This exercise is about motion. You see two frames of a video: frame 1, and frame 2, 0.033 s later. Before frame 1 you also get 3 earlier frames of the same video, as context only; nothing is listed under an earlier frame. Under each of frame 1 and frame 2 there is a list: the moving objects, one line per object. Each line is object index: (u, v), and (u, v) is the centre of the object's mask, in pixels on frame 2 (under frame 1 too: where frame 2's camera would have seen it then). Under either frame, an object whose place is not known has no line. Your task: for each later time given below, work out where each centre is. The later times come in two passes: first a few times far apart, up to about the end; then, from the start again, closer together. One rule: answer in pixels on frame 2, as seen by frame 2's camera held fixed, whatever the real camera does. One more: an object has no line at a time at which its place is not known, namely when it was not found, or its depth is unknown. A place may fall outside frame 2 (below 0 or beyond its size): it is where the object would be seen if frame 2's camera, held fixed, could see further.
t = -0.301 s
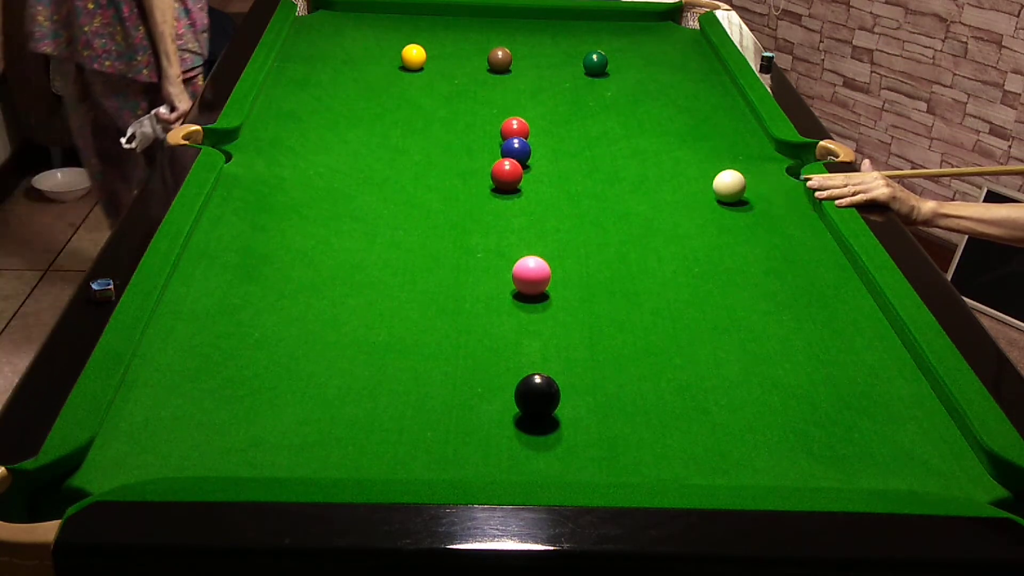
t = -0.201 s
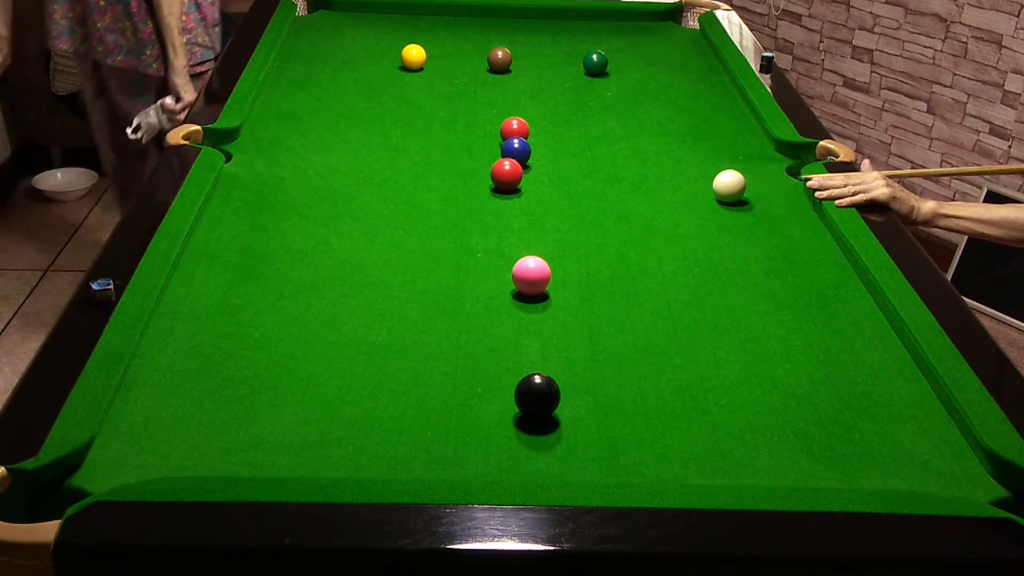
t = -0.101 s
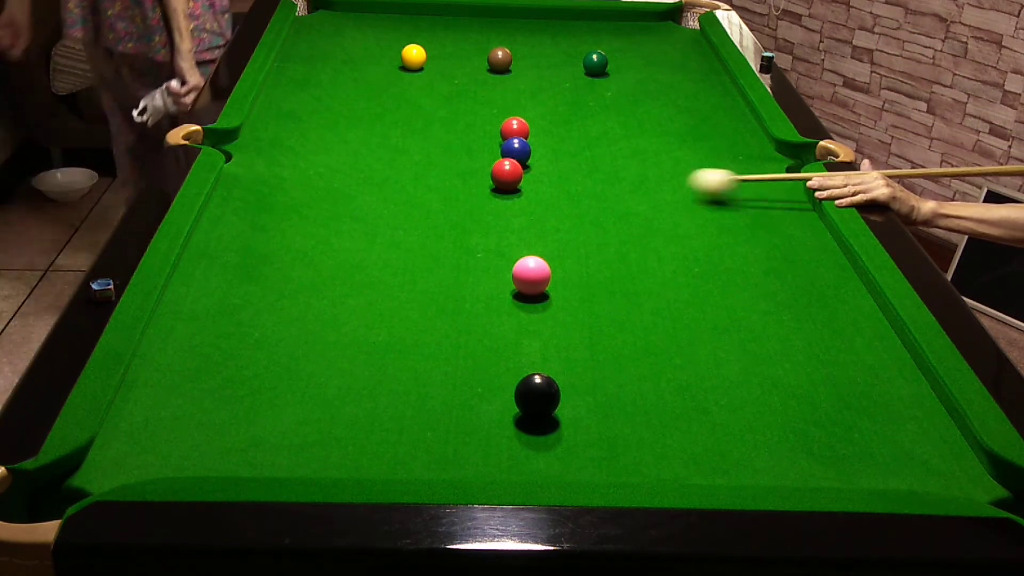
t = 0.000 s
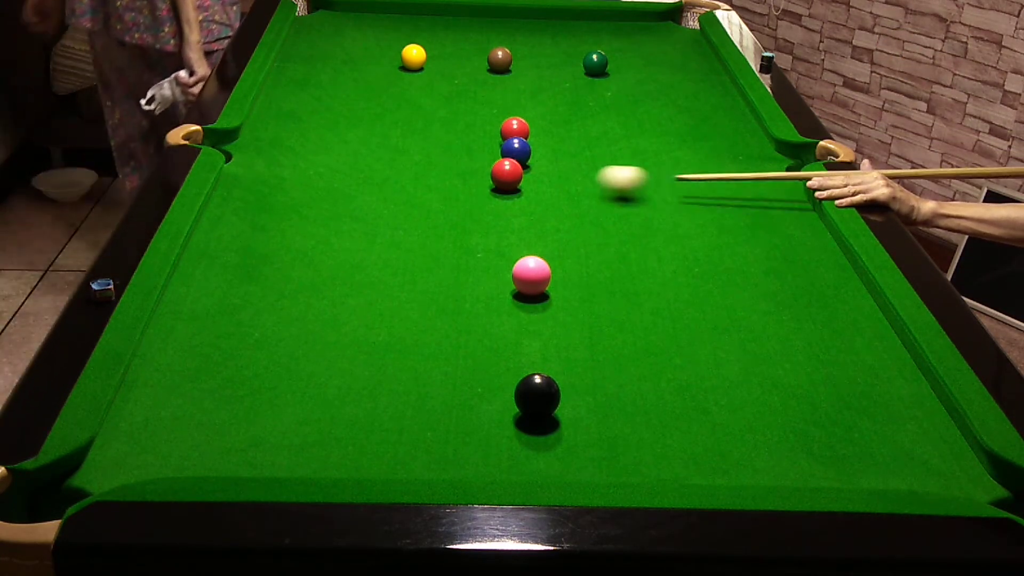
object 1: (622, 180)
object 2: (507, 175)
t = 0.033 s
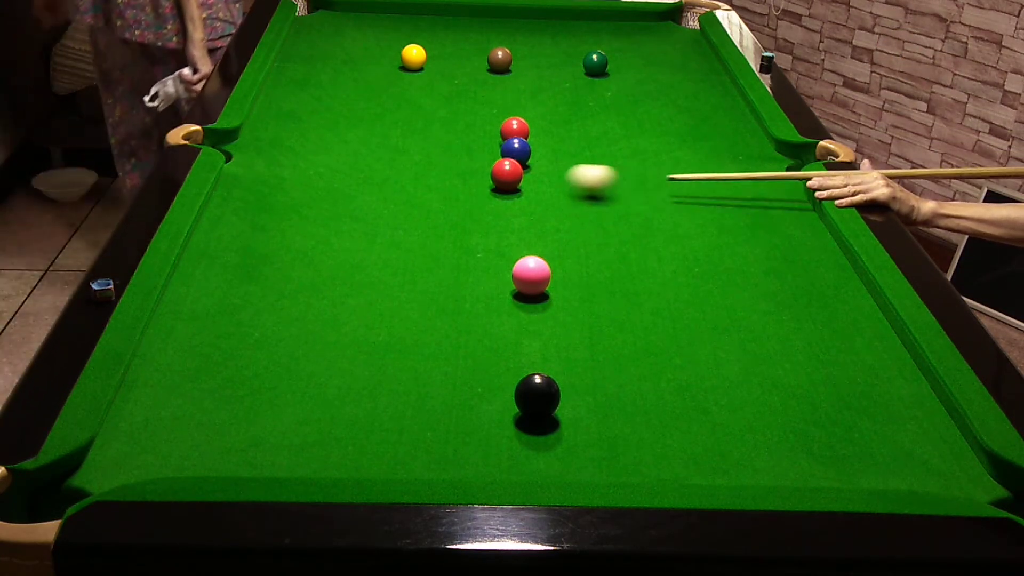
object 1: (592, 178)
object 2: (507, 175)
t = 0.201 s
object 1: (521, 184)
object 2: (434, 164)
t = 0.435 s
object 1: (462, 193)
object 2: (321, 150)
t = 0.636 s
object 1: (412, 201)
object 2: (233, 139)
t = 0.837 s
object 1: (363, 208)
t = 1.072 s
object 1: (307, 216)
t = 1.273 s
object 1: (261, 222)
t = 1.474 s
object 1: (217, 228)
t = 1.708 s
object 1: (238, 233)
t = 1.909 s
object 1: (260, 236)
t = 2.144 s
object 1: (282, 238)
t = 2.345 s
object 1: (298, 239)
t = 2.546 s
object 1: (311, 239)
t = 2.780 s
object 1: (321, 239)
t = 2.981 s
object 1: (326, 237)
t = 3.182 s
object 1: (329, 236)
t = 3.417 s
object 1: (330, 236)
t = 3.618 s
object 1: (330, 236)
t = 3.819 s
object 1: (330, 236)
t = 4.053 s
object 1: (330, 236)
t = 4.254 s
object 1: (330, 236)
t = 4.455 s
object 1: (330, 236)
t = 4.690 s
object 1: (330, 236)
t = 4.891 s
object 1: (330, 236)
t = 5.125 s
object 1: (330, 236)
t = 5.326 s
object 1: (330, 236)
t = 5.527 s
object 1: (330, 236)
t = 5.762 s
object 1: (330, 236)
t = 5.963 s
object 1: (330, 236)
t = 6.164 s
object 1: (330, 236)
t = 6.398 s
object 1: (330, 236)
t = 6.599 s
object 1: (330, 236)
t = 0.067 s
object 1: (562, 176)
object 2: (506, 175)
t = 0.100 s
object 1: (538, 178)
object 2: (500, 171)
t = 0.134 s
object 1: (534, 181)
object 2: (476, 170)
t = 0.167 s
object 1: (529, 182)
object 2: (454, 166)
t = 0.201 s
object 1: (521, 184)
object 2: (434, 164)
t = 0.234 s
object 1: (513, 185)
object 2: (416, 163)
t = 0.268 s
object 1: (504, 186)
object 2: (398, 160)
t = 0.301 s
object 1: (496, 188)
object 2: (383, 158)
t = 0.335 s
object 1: (487, 189)
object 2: (367, 156)
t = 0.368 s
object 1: (479, 191)
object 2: (352, 154)
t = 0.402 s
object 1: (471, 192)
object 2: (336, 153)
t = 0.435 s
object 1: (462, 193)
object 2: (321, 150)
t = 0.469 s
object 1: (454, 194)
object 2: (306, 149)
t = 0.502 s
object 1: (445, 196)
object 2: (291, 147)
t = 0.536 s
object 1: (437, 197)
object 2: (276, 145)
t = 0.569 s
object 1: (429, 198)
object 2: (261, 143)
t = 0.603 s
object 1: (420, 200)
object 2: (247, 141)
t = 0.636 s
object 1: (412, 201)
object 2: (233, 139)
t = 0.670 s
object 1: (404, 202)
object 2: (220, 139)
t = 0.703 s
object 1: (395, 203)
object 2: (211, 142)
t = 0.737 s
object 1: (388, 204)
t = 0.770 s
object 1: (379, 205)
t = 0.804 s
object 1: (371, 206)
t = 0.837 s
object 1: (363, 208)
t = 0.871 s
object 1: (355, 209)
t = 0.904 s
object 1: (347, 210)
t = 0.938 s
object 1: (339, 211)
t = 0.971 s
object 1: (331, 212)
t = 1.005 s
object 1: (323, 214)
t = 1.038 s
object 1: (315, 215)
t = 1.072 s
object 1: (307, 216)
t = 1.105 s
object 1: (300, 217)
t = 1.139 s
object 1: (292, 218)
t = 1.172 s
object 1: (284, 219)
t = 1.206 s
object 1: (276, 220)
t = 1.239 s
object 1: (269, 221)
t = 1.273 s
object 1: (261, 222)
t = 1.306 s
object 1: (254, 222)
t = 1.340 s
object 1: (246, 224)
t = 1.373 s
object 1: (239, 225)
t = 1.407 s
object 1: (232, 226)
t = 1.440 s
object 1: (224, 227)
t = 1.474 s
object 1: (217, 228)
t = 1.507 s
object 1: (213, 229)
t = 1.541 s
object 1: (217, 230)
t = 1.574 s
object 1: (222, 231)
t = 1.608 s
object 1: (226, 231)
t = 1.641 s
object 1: (230, 232)
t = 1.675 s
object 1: (234, 233)
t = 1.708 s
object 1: (238, 233)
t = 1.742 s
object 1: (242, 234)
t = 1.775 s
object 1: (246, 234)
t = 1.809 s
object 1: (249, 235)
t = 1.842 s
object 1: (253, 236)
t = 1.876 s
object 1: (256, 236)
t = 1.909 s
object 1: (260, 236)
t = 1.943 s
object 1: (263, 237)
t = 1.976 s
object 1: (267, 237)
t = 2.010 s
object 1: (270, 237)
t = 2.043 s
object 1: (273, 238)
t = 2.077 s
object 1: (276, 238)
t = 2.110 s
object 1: (279, 238)
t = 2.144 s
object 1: (282, 238)
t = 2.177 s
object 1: (285, 238)
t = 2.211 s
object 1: (288, 238)
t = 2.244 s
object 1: (290, 238)
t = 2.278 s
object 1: (293, 238)
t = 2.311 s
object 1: (295, 238)
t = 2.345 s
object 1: (298, 239)
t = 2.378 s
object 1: (300, 239)
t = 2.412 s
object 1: (303, 239)
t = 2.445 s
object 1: (305, 238)
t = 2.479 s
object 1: (307, 239)
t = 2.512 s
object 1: (309, 239)
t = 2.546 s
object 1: (311, 239)
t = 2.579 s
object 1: (313, 239)
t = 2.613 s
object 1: (315, 239)
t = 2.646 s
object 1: (316, 239)
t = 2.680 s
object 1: (317, 239)
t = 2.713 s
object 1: (319, 239)
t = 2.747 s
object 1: (320, 239)
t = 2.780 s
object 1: (321, 239)
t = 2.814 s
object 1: (322, 238)
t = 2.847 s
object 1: (322, 238)
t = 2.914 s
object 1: (324, 238)
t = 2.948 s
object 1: (325, 237)
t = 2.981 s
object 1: (326, 237)
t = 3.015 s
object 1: (327, 237)
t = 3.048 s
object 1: (327, 236)
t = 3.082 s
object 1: (328, 236)
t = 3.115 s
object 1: (328, 237)
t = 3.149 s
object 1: (329, 237)
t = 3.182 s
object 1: (329, 236)
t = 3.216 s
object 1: (330, 236)
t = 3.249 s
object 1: (330, 236)
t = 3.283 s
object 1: (330, 236)
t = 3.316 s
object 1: (330, 236)
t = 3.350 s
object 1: (330, 236)
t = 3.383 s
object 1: (330, 236)
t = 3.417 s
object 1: (330, 236)
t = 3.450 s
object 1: (330, 236)
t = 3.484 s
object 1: (330, 236)
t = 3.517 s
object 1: (330, 236)
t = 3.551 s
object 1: (330, 236)
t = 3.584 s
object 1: (330, 236)
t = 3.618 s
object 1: (330, 236)
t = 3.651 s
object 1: (330, 236)
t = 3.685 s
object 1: (330, 236)
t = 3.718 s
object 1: (330, 236)
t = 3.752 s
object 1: (330, 236)
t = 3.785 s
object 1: (330, 236)
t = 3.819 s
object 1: (330, 236)
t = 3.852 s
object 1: (330, 236)
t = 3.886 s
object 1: (330, 236)
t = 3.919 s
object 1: (330, 236)
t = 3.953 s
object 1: (330, 236)
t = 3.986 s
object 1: (330, 236)
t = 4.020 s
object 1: (330, 236)
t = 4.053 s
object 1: (330, 236)
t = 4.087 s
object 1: (330, 236)
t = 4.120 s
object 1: (330, 236)
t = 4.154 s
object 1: (330, 236)
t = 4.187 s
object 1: (330, 236)
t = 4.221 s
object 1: (330, 236)
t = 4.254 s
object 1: (330, 236)
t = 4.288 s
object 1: (330, 236)
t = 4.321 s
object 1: (330, 236)
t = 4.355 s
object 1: (330, 236)
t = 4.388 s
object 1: (330, 236)
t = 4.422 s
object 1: (330, 236)
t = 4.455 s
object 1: (330, 236)
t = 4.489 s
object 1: (330, 236)
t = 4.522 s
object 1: (330, 236)
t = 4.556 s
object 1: (330, 236)
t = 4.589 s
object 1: (330, 236)
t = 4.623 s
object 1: (330, 236)
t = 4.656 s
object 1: (330, 236)
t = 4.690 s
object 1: (330, 236)
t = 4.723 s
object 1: (330, 236)
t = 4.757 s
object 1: (330, 236)
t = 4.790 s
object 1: (330, 236)
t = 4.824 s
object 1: (330, 236)
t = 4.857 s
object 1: (330, 236)
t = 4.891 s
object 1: (330, 236)
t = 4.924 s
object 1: (330, 236)
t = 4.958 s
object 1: (330, 236)
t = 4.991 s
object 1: (330, 236)
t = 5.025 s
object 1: (330, 236)
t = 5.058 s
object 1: (330, 236)
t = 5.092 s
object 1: (330, 236)
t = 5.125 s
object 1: (330, 236)
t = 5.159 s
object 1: (330, 236)
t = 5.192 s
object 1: (330, 236)
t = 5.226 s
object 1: (330, 236)
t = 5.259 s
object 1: (330, 236)
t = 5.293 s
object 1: (330, 236)
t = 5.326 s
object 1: (330, 236)
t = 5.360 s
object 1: (330, 236)
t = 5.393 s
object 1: (330, 236)
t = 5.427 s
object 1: (330, 236)
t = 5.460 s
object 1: (330, 236)
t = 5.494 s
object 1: (330, 236)
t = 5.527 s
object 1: (330, 236)
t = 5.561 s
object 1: (330, 236)
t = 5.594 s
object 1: (330, 236)
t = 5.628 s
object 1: (330, 236)
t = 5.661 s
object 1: (330, 236)
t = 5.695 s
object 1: (330, 235)
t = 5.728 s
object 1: (330, 236)
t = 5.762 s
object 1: (330, 236)
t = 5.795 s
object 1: (330, 236)
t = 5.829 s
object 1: (330, 236)
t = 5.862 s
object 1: (330, 236)
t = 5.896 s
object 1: (330, 235)
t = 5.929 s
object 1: (330, 236)
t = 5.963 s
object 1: (330, 236)
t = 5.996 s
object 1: (330, 236)
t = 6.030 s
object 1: (330, 236)
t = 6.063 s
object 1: (330, 236)
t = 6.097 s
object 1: (330, 236)
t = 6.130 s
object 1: (330, 236)
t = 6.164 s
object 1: (330, 236)
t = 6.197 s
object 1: (330, 236)
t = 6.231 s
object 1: (330, 236)
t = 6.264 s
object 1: (330, 236)
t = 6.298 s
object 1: (330, 236)
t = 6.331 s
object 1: (330, 236)
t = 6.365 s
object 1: (330, 236)
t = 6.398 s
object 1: (330, 236)
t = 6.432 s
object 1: (330, 236)
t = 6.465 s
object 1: (330, 236)
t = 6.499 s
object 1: (330, 236)
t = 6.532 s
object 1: (330, 236)
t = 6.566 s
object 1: (330, 236)
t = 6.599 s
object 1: (330, 236)
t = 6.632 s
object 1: (330, 236)
